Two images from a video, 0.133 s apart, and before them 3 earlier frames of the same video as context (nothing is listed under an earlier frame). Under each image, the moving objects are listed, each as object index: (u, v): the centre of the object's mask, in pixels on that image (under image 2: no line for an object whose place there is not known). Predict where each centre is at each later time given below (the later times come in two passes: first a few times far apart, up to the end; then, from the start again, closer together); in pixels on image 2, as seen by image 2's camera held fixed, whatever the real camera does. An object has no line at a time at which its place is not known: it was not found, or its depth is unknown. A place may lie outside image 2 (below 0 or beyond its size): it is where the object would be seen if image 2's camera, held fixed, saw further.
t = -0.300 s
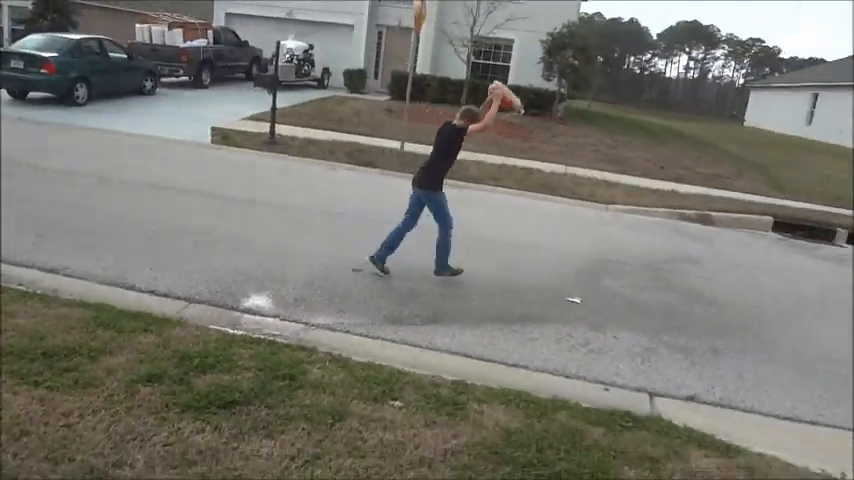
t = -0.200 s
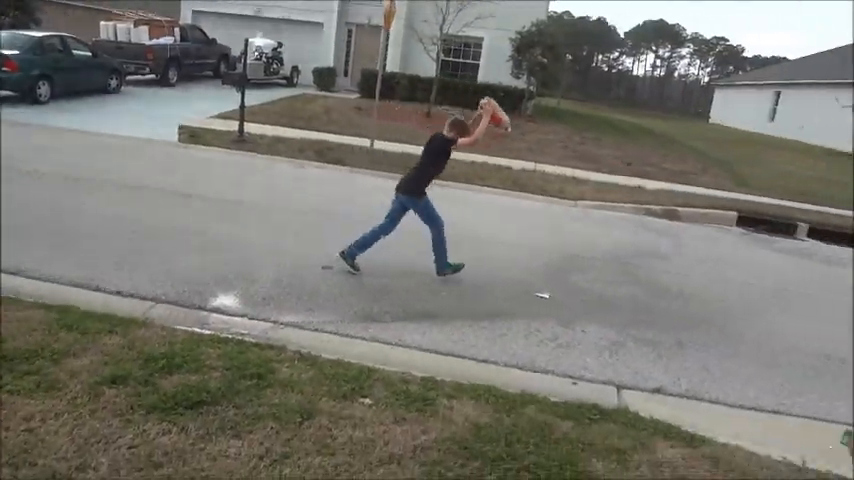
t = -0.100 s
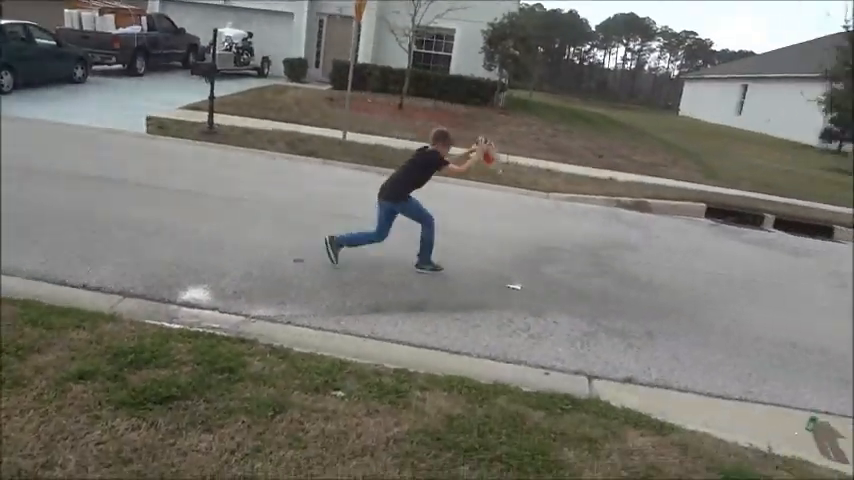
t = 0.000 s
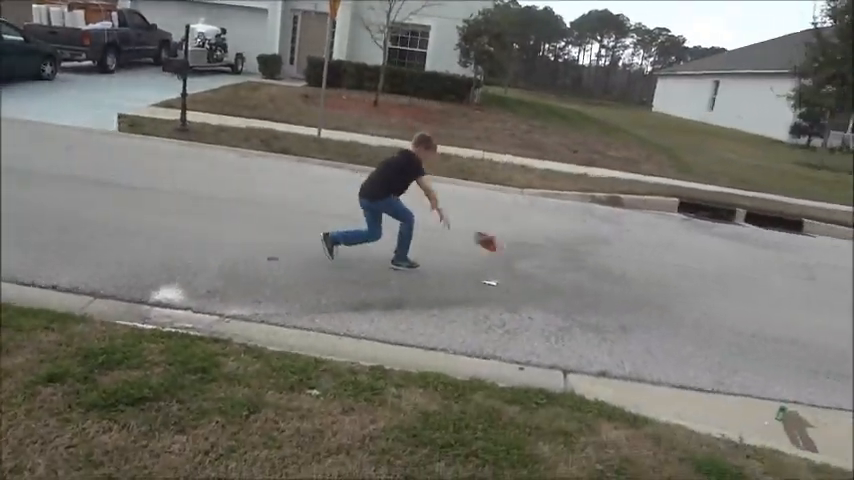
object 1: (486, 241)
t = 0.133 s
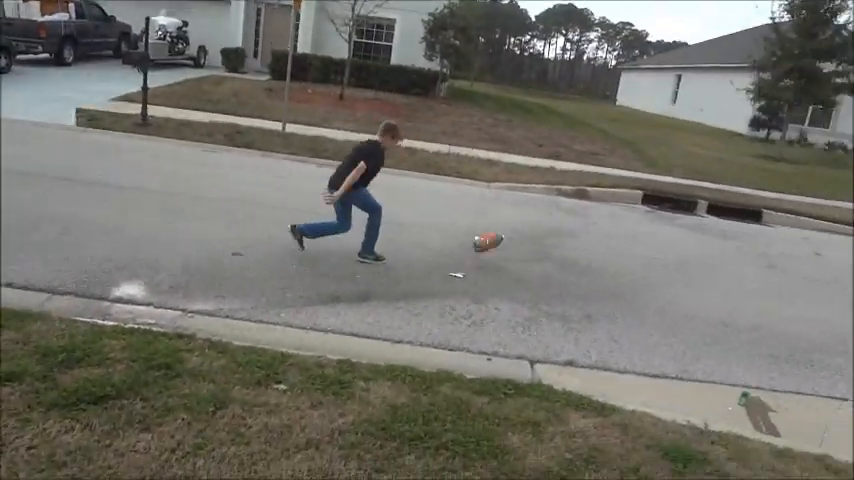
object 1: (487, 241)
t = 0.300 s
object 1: (528, 235)
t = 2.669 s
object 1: (603, 272)
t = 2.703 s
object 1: (603, 272)
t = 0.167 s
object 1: (495, 238)
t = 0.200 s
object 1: (505, 236)
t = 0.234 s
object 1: (513, 235)
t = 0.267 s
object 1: (520, 234)
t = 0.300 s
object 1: (528, 235)
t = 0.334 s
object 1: (535, 237)
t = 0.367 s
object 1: (542, 240)
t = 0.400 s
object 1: (549, 245)
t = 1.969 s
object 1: (600, 270)
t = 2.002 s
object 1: (601, 271)
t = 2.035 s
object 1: (601, 271)
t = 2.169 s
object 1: (600, 271)
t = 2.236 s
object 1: (601, 271)
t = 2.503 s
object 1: (601, 271)
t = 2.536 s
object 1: (602, 271)
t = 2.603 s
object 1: (602, 272)
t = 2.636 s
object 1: (602, 272)
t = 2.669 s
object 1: (603, 272)
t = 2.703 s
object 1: (603, 272)
